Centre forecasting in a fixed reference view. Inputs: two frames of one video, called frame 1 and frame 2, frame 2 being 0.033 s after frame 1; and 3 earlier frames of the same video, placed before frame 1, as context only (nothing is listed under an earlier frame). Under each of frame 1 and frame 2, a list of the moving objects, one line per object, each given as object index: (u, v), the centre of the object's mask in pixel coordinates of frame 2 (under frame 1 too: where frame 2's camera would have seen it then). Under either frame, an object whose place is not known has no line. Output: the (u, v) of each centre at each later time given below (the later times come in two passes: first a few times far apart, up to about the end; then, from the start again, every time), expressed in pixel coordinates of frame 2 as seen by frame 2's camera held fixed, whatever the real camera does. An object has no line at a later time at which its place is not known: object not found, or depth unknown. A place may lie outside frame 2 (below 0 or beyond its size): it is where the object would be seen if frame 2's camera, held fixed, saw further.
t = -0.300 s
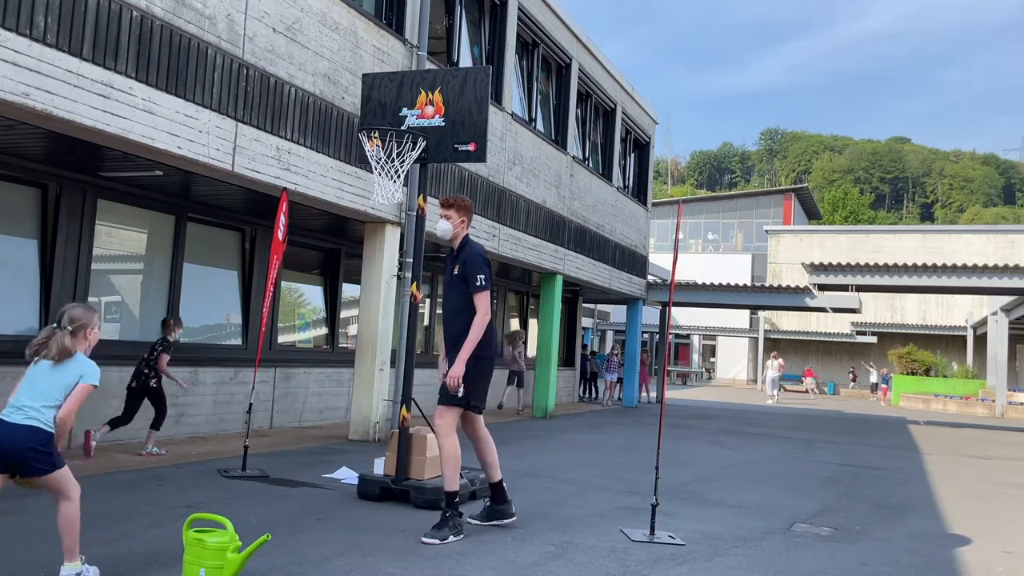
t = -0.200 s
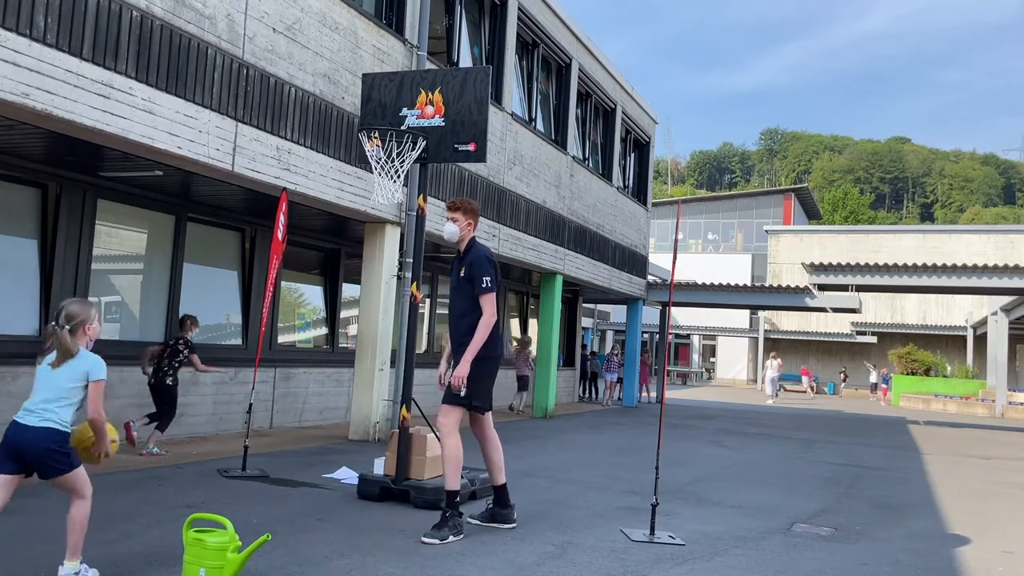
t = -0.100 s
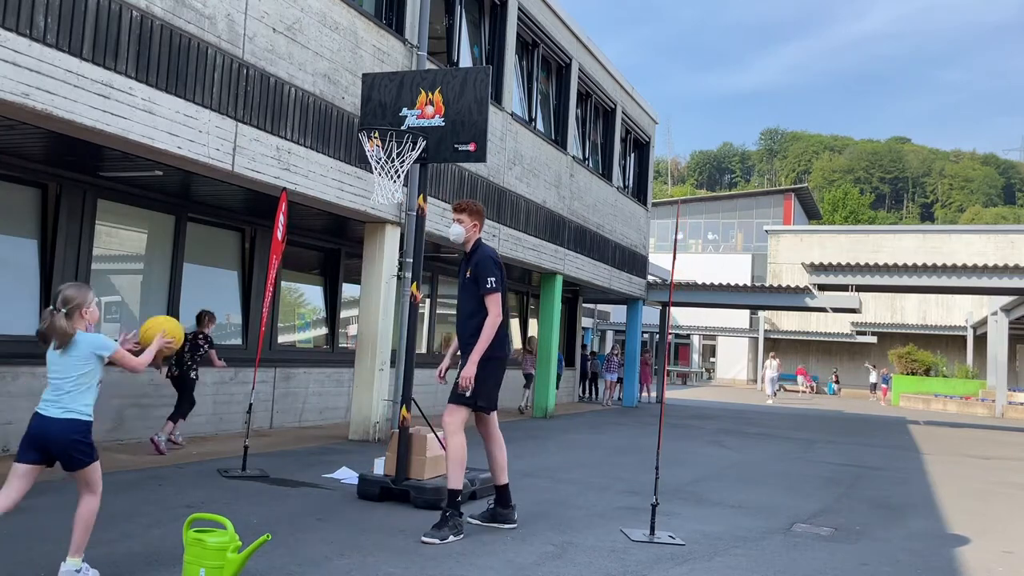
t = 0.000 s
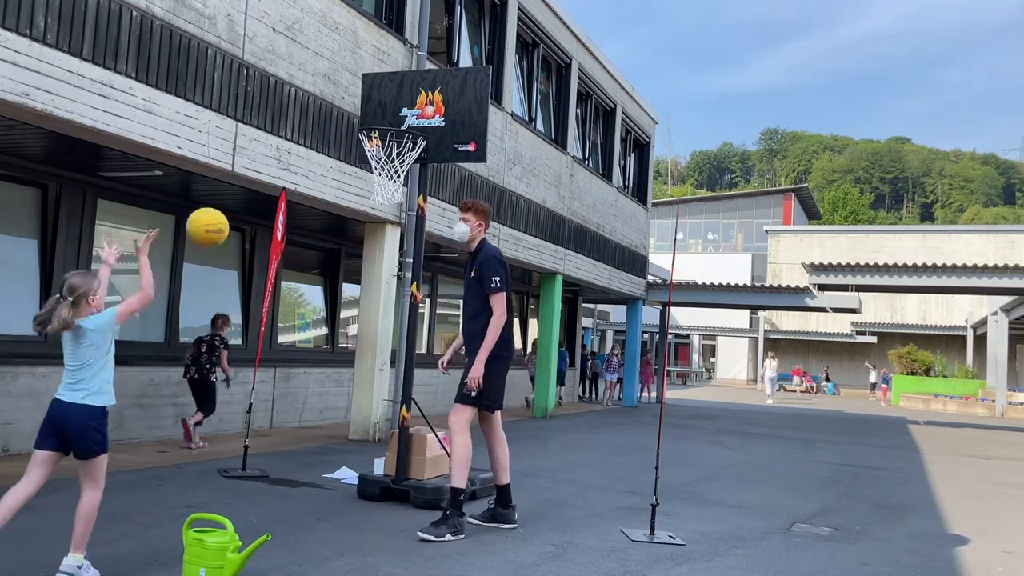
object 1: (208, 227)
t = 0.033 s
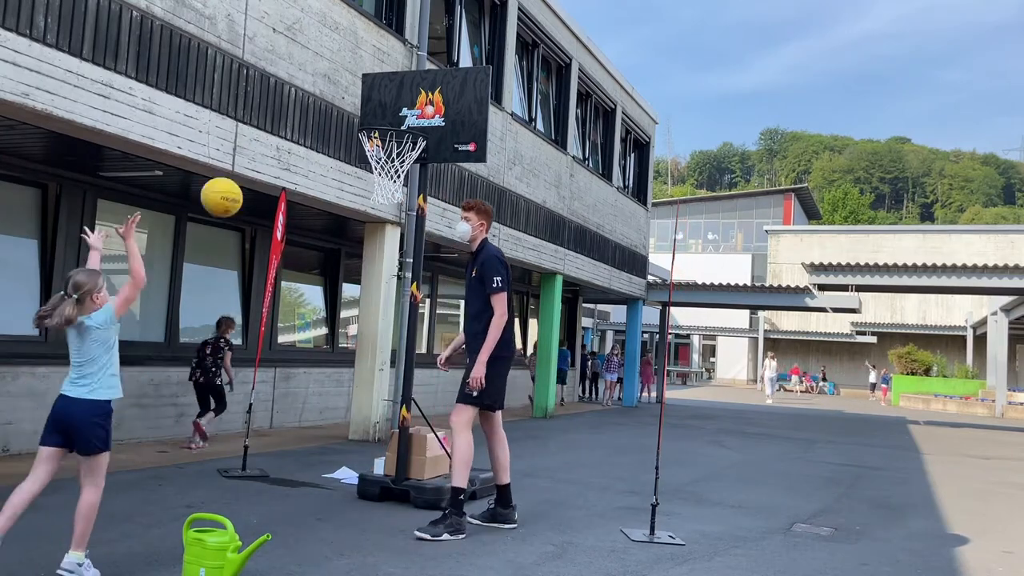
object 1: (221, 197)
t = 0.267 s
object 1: (304, 56)
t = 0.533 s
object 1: (378, 22)
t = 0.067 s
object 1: (235, 170)
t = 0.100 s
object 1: (247, 145)
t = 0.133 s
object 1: (259, 122)
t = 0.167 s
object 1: (271, 102)
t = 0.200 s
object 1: (282, 85)
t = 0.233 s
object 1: (294, 69)
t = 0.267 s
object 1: (304, 56)
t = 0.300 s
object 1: (314, 45)
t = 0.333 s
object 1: (324, 36)
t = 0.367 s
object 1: (334, 29)
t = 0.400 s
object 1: (343, 24)
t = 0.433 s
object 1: (352, 21)
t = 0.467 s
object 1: (361, 19)
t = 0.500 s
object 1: (370, 20)
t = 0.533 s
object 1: (378, 22)
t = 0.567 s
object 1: (386, 26)
